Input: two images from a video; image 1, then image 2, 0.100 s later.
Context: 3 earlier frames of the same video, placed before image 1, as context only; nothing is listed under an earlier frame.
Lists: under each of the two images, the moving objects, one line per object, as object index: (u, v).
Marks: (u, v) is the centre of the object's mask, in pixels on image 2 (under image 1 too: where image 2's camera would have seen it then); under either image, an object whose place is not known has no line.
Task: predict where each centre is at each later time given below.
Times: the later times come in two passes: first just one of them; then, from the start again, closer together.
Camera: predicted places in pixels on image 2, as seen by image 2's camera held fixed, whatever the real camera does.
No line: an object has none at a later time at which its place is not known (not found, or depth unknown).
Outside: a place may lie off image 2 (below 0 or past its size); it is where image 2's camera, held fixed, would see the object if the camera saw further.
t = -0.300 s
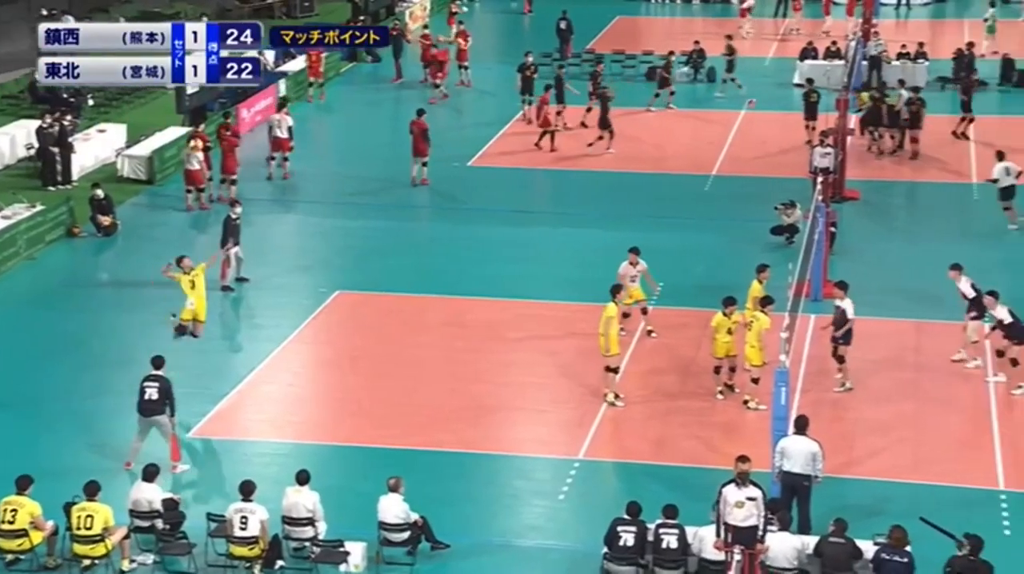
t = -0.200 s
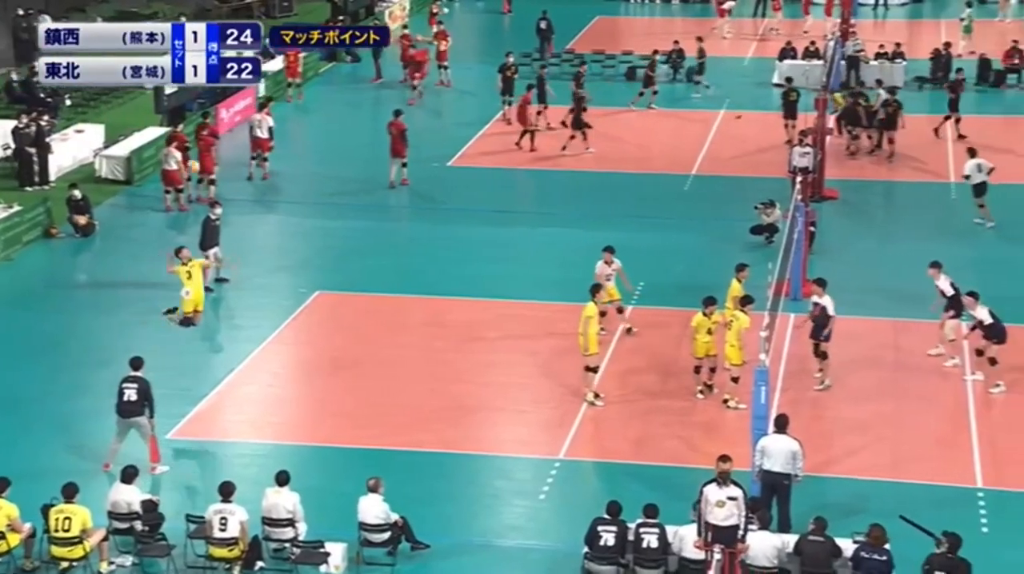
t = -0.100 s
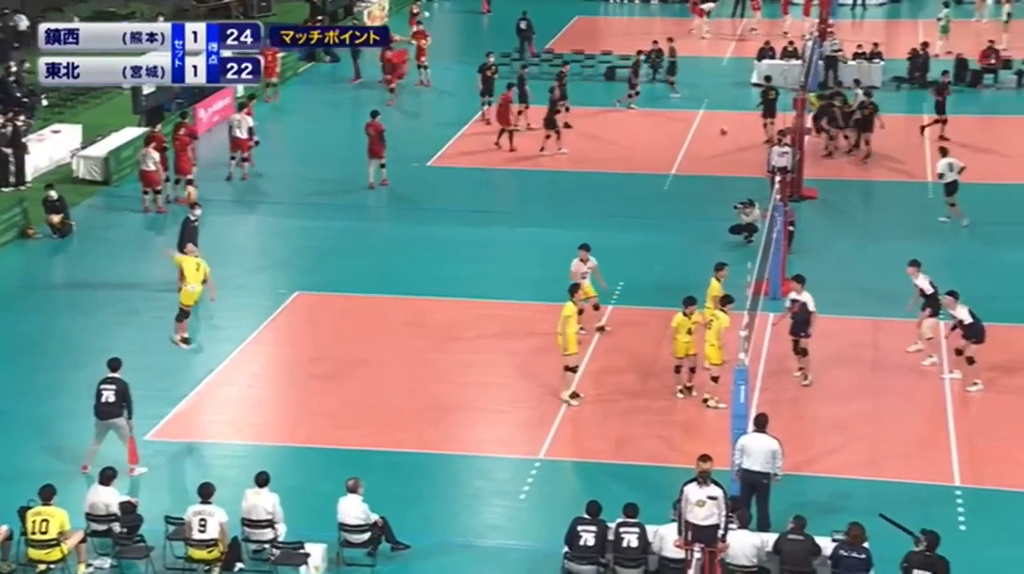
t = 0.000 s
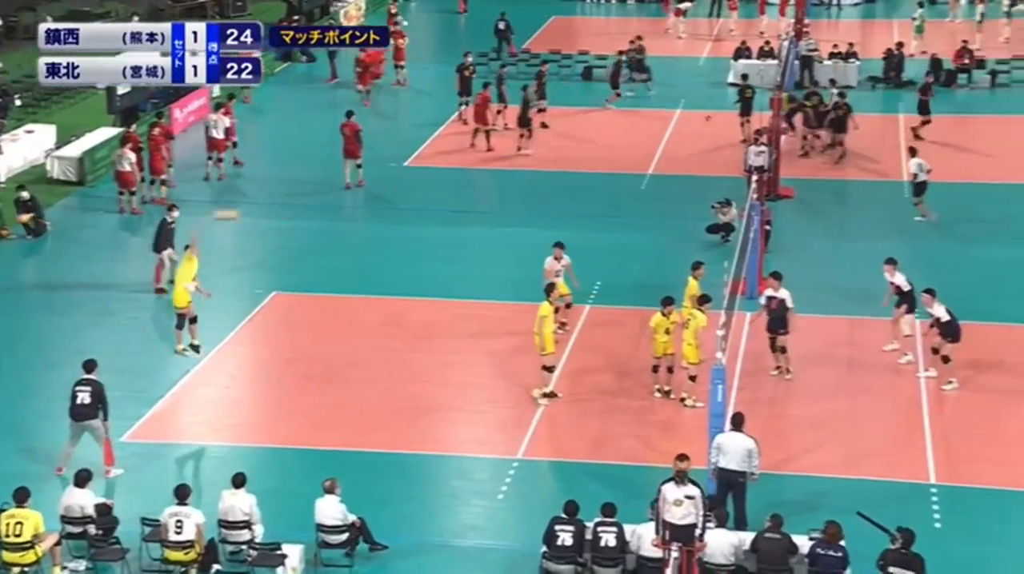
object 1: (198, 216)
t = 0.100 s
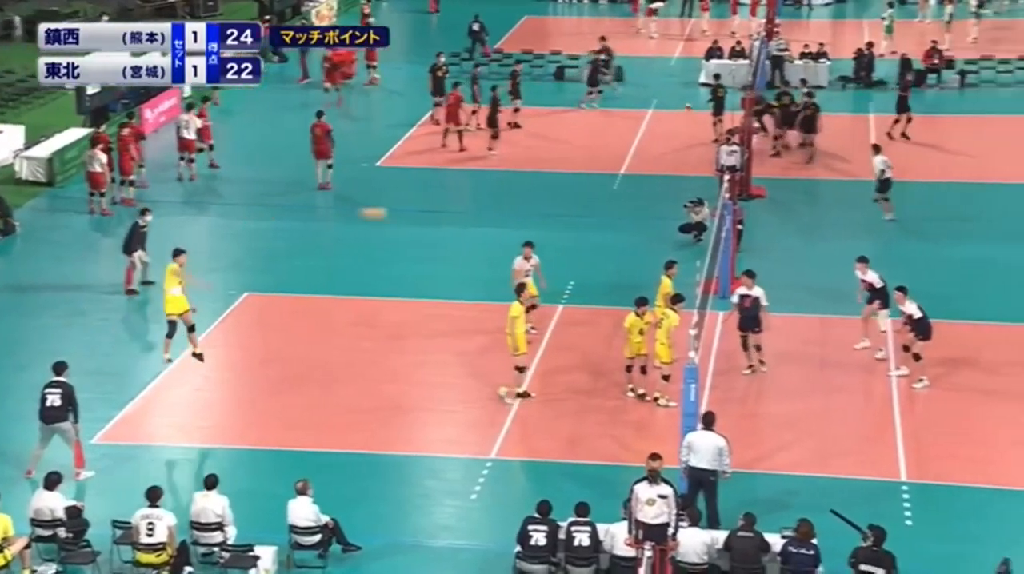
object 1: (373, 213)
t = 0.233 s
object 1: (592, 229)
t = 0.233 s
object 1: (592, 229)
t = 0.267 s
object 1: (643, 235)
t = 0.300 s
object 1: (695, 243)
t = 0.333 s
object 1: (743, 252)
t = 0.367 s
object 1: (794, 262)
